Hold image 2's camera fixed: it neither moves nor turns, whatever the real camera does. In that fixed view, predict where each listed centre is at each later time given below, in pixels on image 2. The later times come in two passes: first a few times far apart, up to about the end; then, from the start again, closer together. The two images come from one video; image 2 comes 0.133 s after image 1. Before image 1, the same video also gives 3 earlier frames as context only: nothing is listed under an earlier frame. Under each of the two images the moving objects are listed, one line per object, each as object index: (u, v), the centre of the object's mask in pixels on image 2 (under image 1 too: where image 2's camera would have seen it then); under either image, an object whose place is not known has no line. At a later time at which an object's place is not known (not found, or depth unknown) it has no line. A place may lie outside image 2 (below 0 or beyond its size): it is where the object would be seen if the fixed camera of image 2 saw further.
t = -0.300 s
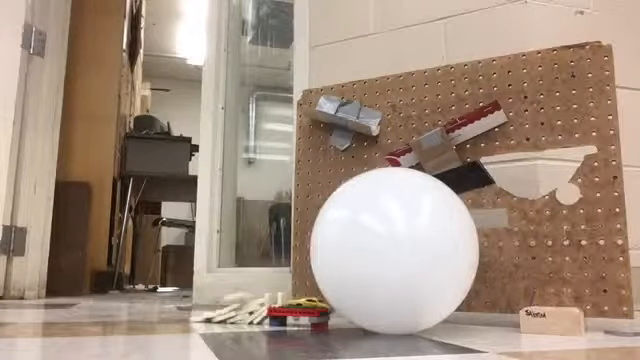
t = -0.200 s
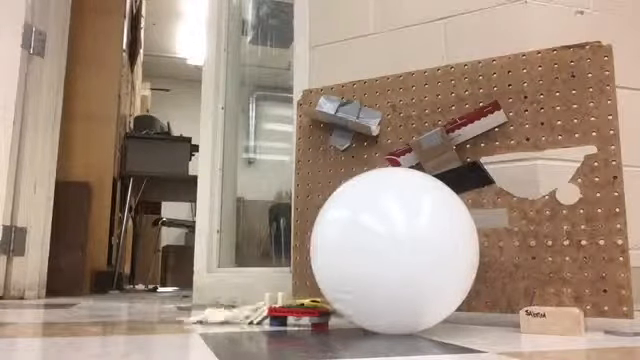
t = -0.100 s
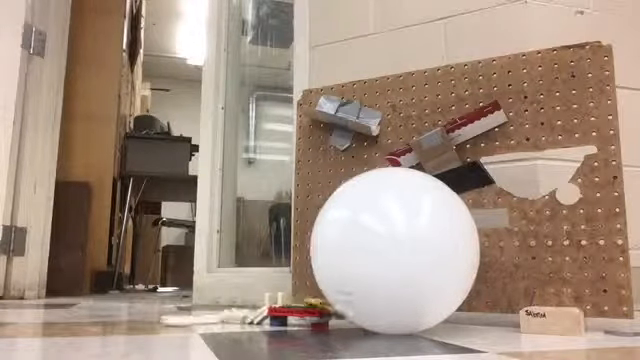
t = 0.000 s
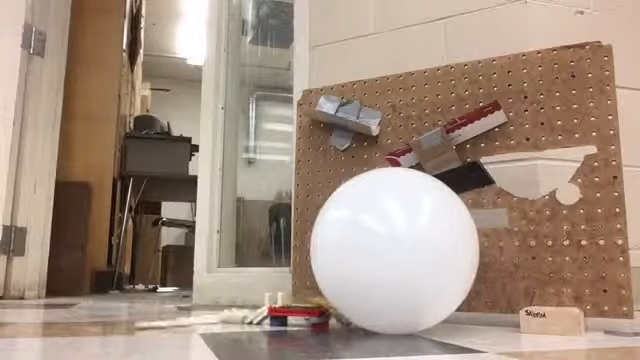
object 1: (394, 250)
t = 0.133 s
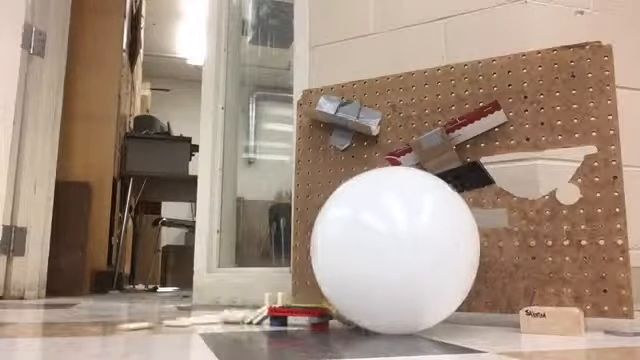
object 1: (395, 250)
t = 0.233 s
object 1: (406, 247)
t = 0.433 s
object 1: (418, 245)
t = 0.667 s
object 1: (411, 246)
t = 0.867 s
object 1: (412, 247)
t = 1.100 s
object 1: (412, 247)
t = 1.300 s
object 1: (412, 247)
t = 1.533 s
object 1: (411, 247)
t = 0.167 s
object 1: (398, 248)
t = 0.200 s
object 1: (402, 248)
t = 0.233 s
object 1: (406, 247)
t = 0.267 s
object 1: (410, 248)
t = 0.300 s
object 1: (414, 249)
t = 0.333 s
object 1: (417, 249)
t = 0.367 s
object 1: (419, 247)
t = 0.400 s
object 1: (419, 245)
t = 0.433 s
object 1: (418, 245)
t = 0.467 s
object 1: (416, 246)
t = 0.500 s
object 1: (414, 246)
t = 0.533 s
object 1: (413, 245)
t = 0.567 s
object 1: (412, 245)
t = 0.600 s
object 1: (411, 245)
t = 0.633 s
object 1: (411, 246)
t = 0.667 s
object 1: (411, 246)
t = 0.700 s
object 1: (411, 246)
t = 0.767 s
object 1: (412, 247)
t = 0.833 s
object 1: (412, 247)
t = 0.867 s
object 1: (412, 247)
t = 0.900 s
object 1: (412, 247)
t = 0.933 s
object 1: (412, 247)
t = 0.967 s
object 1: (412, 247)
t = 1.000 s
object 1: (412, 247)
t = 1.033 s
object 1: (412, 247)
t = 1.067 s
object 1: (411, 247)
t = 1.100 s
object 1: (412, 247)
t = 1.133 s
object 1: (411, 247)
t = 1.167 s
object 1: (411, 247)
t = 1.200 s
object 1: (412, 247)
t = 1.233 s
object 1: (411, 247)
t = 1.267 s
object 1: (411, 247)
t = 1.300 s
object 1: (412, 247)
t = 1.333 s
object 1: (412, 247)
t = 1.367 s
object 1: (411, 247)
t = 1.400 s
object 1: (412, 247)
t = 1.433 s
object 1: (412, 247)
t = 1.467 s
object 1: (411, 247)
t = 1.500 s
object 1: (412, 247)
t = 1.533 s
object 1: (411, 247)
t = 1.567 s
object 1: (412, 247)
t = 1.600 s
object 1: (411, 247)
